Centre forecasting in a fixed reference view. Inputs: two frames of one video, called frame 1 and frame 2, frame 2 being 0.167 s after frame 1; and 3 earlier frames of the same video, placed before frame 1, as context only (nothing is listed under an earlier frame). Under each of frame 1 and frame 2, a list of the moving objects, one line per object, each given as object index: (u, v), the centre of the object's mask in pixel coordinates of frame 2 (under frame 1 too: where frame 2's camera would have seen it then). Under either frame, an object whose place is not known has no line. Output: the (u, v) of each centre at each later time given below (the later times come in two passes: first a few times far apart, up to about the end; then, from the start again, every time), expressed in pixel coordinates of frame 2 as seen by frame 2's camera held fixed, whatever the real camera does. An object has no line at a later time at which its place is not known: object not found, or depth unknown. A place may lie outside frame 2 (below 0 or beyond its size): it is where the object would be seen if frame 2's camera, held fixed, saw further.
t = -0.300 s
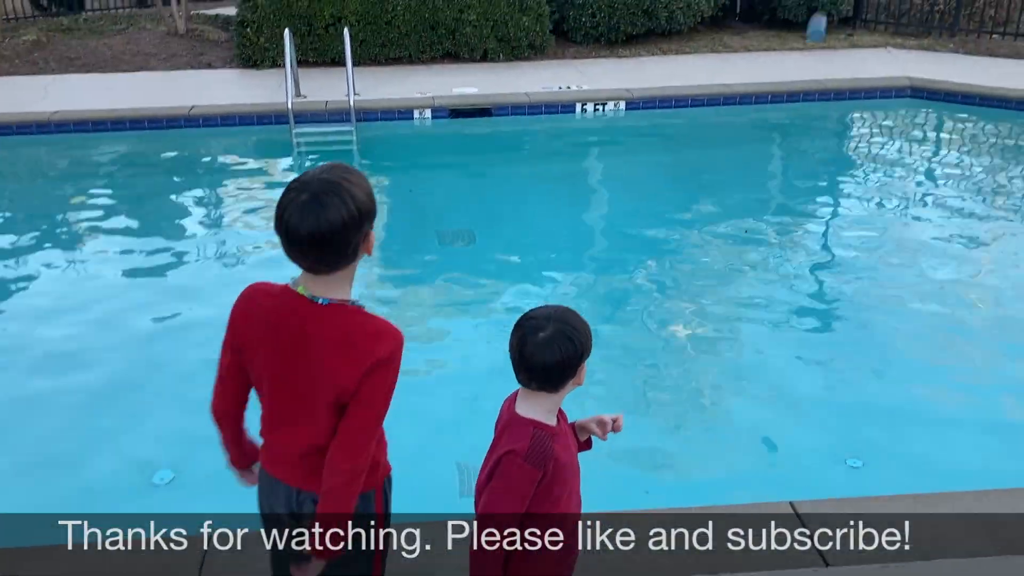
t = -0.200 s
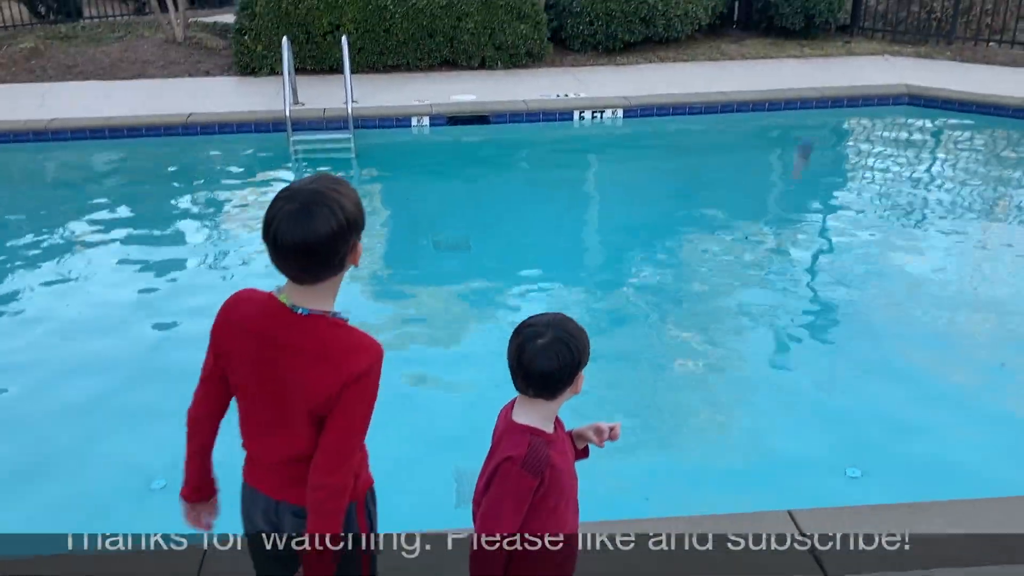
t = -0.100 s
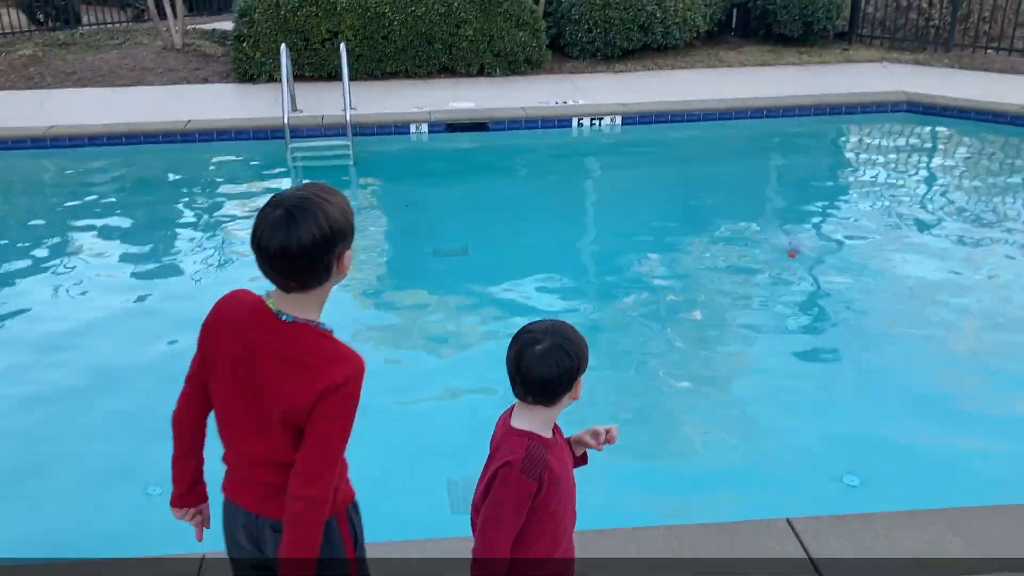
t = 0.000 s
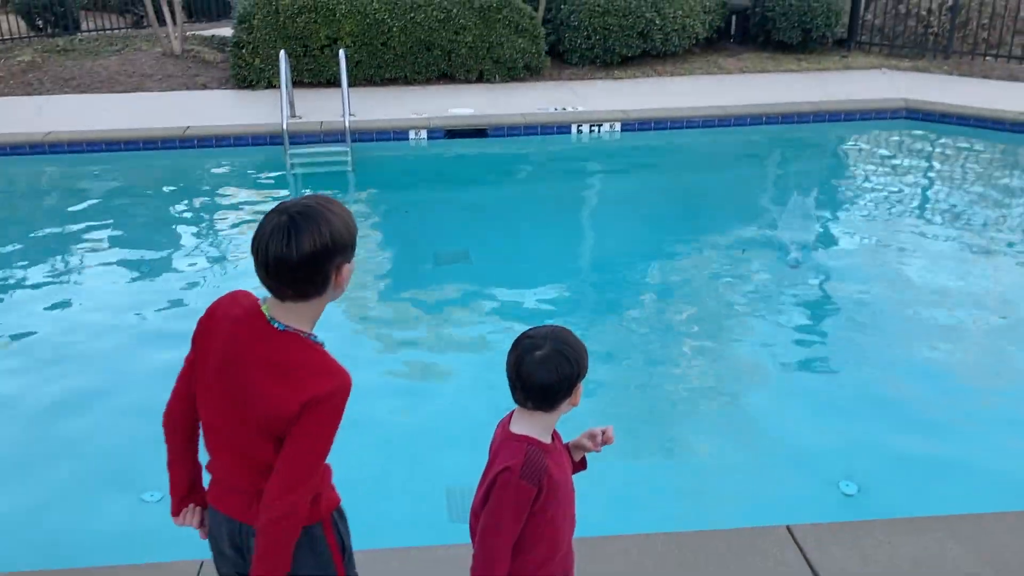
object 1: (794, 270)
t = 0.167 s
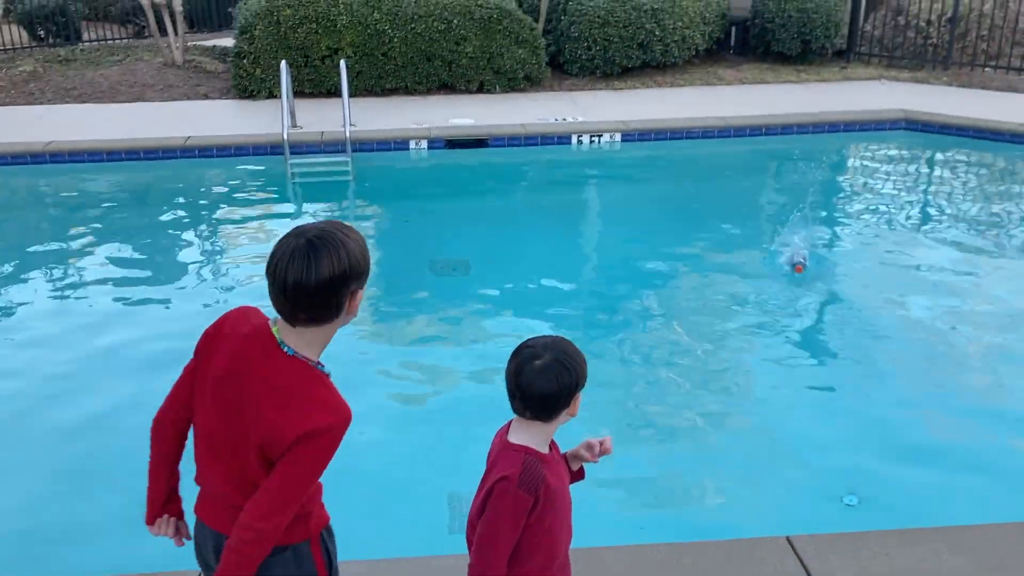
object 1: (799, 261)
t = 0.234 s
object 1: (801, 258)
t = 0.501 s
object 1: (803, 273)
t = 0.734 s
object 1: (811, 275)
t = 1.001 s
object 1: (814, 276)
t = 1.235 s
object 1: (816, 278)
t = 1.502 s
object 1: (819, 281)
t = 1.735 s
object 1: (821, 283)
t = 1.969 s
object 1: (821, 286)
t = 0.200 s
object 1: (800, 259)
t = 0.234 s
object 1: (801, 258)
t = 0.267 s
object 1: (802, 258)
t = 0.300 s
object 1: (802, 260)
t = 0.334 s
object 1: (801, 264)
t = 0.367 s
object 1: (802, 267)
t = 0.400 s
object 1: (803, 269)
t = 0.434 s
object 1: (802, 271)
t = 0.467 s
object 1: (803, 272)
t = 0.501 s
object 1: (803, 273)
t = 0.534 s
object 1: (804, 273)
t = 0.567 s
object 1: (805, 273)
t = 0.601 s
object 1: (807, 274)
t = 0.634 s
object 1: (809, 274)
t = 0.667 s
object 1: (810, 274)
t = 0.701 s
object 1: (810, 275)
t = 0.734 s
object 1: (811, 275)
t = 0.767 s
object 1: (811, 275)
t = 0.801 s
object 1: (811, 275)
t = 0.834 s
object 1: (811, 275)
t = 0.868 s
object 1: (811, 275)
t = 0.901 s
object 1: (812, 276)
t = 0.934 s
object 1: (813, 275)
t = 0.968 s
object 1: (813, 276)
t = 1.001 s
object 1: (814, 276)
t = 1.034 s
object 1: (814, 276)
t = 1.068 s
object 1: (814, 276)
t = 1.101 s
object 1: (814, 277)
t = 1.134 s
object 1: (815, 277)
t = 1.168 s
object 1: (815, 277)
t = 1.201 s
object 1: (816, 278)
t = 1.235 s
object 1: (816, 278)
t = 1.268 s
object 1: (817, 279)
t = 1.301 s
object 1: (818, 279)
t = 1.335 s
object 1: (818, 280)
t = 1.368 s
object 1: (818, 280)
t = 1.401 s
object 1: (818, 281)
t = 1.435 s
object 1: (819, 281)
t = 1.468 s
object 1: (819, 281)
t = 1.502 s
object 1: (819, 281)
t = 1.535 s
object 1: (820, 282)
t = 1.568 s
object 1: (820, 282)
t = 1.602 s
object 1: (820, 282)
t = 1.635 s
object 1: (821, 283)
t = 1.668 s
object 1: (821, 283)
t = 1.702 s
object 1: (821, 283)
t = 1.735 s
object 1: (821, 283)
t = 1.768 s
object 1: (821, 284)
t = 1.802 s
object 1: (821, 284)
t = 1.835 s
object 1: (821, 284)
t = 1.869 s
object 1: (821, 285)
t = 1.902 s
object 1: (821, 285)
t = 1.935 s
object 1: (821, 286)
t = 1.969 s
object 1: (821, 286)
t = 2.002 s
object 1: (821, 287)
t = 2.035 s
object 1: (821, 287)
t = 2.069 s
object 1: (822, 287)
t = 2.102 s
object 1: (821, 287)
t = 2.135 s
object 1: (821, 288)
